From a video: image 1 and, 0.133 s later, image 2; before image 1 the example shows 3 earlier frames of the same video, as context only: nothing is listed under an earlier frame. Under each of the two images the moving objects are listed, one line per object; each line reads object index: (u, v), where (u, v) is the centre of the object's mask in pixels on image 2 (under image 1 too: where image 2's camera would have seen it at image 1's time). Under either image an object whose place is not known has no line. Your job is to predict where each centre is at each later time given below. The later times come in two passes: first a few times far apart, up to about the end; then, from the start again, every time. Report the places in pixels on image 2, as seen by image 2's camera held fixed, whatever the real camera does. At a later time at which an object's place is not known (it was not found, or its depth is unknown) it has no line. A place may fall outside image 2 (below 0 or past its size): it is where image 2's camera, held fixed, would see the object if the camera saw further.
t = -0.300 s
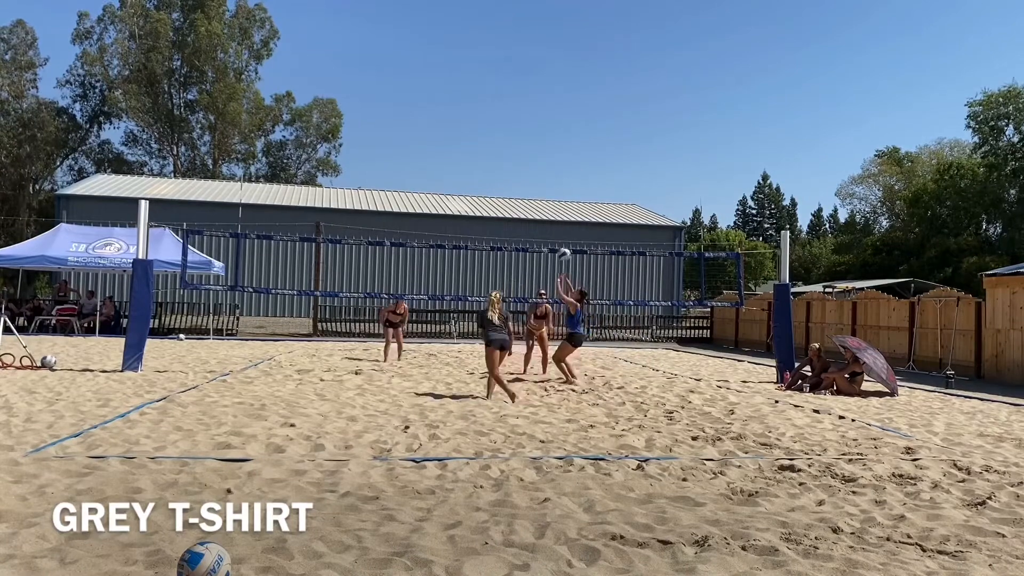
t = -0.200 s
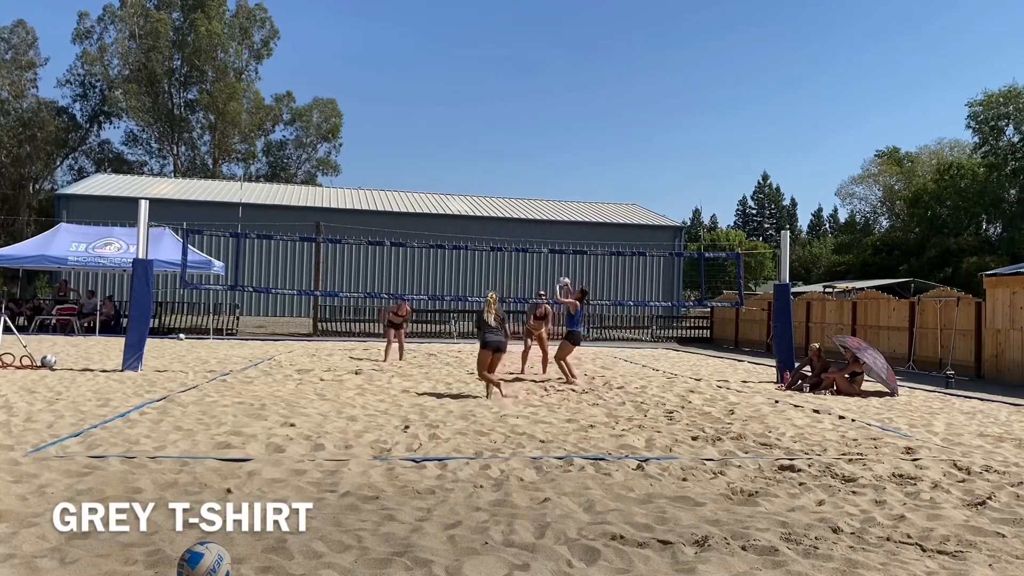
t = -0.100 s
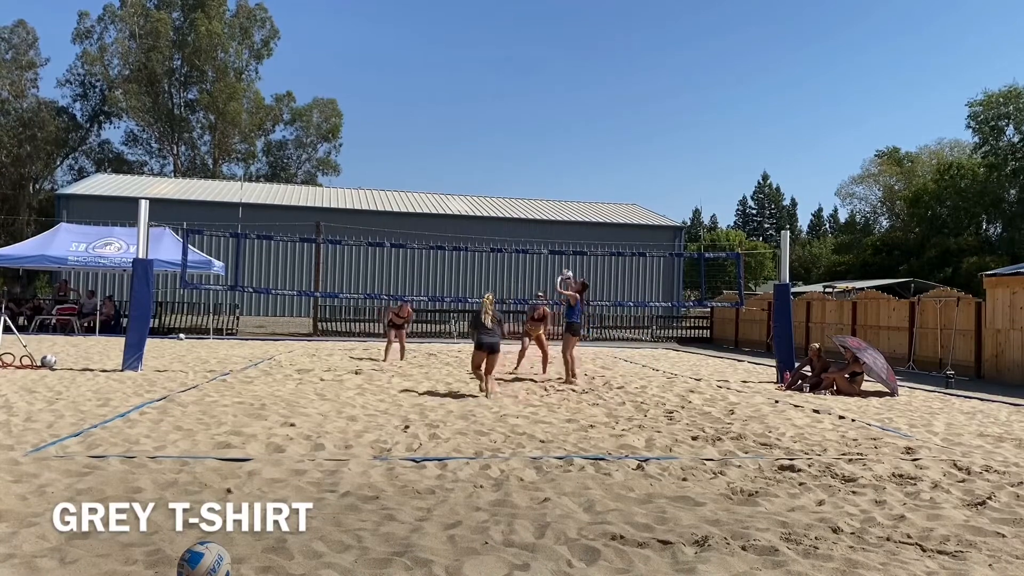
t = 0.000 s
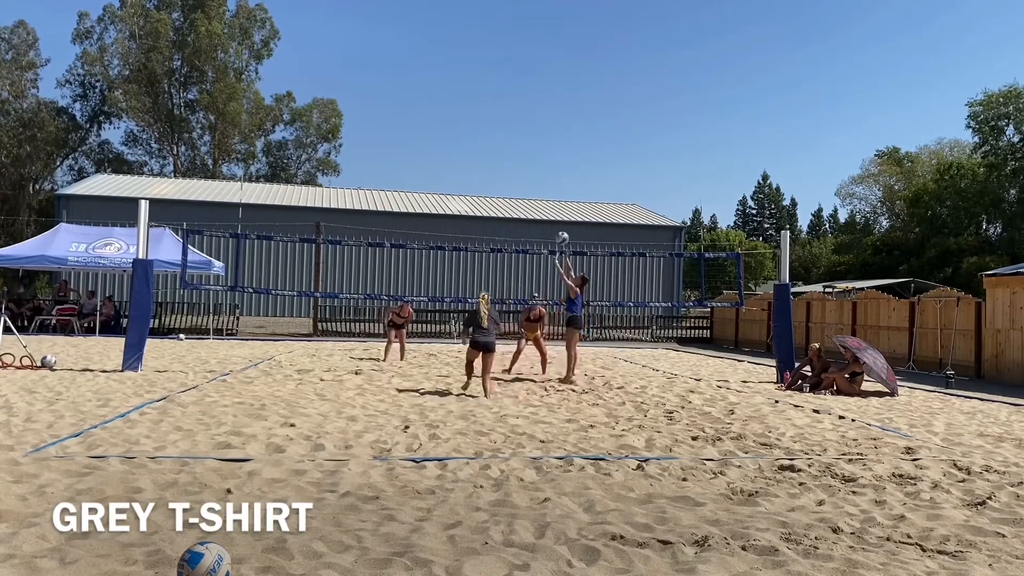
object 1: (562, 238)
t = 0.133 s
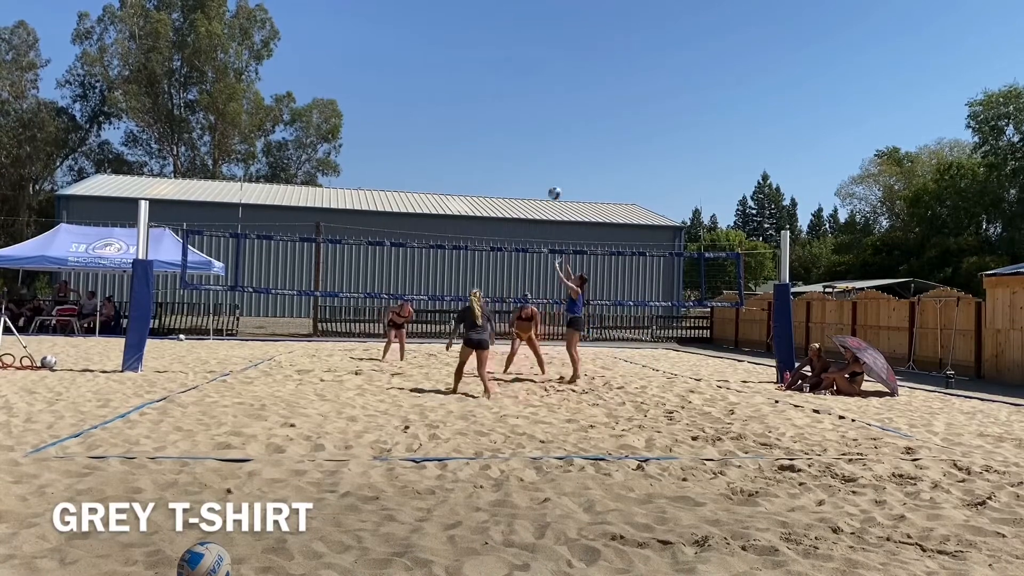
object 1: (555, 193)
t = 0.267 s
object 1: (547, 159)
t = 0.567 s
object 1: (527, 121)
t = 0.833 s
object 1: (509, 133)
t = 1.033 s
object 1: (494, 168)
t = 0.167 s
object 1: (552, 184)
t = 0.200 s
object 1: (551, 175)
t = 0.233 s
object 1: (549, 167)
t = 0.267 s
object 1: (547, 159)
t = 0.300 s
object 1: (545, 152)
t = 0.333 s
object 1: (543, 146)
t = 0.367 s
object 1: (541, 140)
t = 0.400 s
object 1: (538, 135)
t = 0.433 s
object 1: (536, 131)
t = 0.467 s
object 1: (534, 128)
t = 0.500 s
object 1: (532, 125)
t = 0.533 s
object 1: (530, 123)
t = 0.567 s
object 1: (527, 121)
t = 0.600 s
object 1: (525, 120)
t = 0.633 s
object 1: (523, 120)
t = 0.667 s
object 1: (521, 121)
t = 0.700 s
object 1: (518, 122)
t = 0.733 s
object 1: (516, 123)
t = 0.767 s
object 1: (514, 126)
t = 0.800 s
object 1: (512, 129)
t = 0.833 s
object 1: (509, 133)
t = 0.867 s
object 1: (506, 137)
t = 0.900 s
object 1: (504, 142)
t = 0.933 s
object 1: (501, 148)
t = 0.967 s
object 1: (499, 154)
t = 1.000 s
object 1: (497, 161)
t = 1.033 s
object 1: (494, 168)
